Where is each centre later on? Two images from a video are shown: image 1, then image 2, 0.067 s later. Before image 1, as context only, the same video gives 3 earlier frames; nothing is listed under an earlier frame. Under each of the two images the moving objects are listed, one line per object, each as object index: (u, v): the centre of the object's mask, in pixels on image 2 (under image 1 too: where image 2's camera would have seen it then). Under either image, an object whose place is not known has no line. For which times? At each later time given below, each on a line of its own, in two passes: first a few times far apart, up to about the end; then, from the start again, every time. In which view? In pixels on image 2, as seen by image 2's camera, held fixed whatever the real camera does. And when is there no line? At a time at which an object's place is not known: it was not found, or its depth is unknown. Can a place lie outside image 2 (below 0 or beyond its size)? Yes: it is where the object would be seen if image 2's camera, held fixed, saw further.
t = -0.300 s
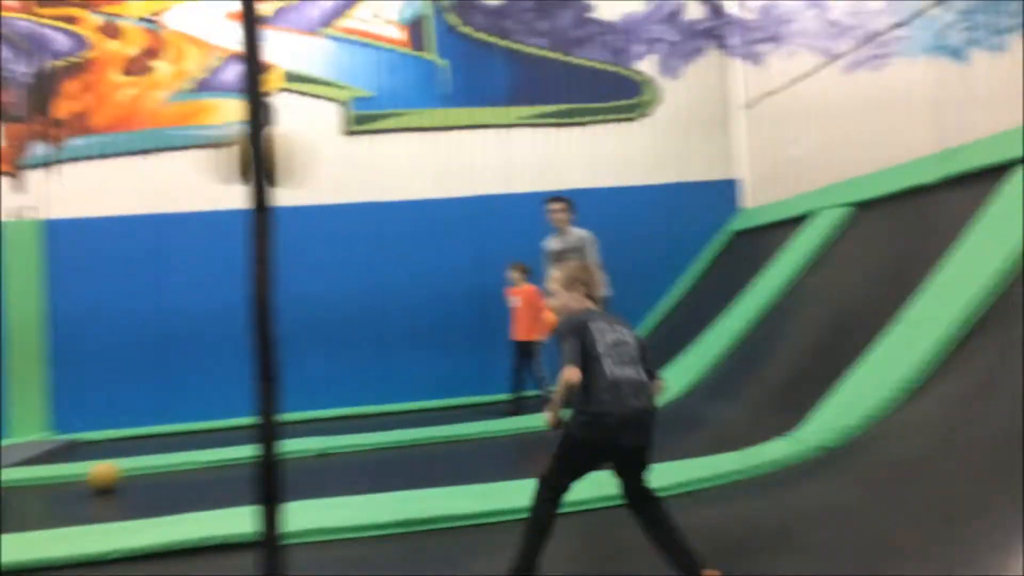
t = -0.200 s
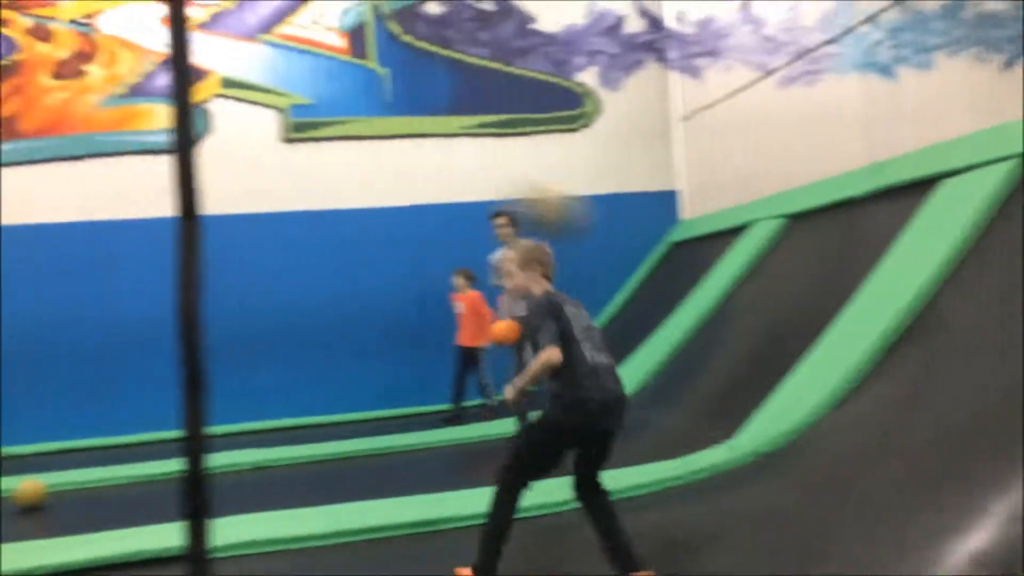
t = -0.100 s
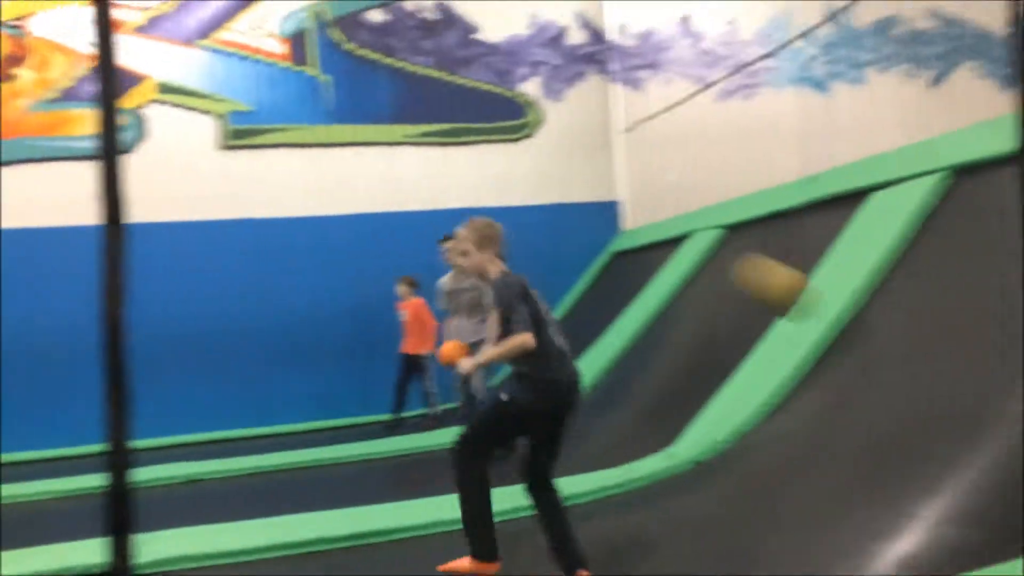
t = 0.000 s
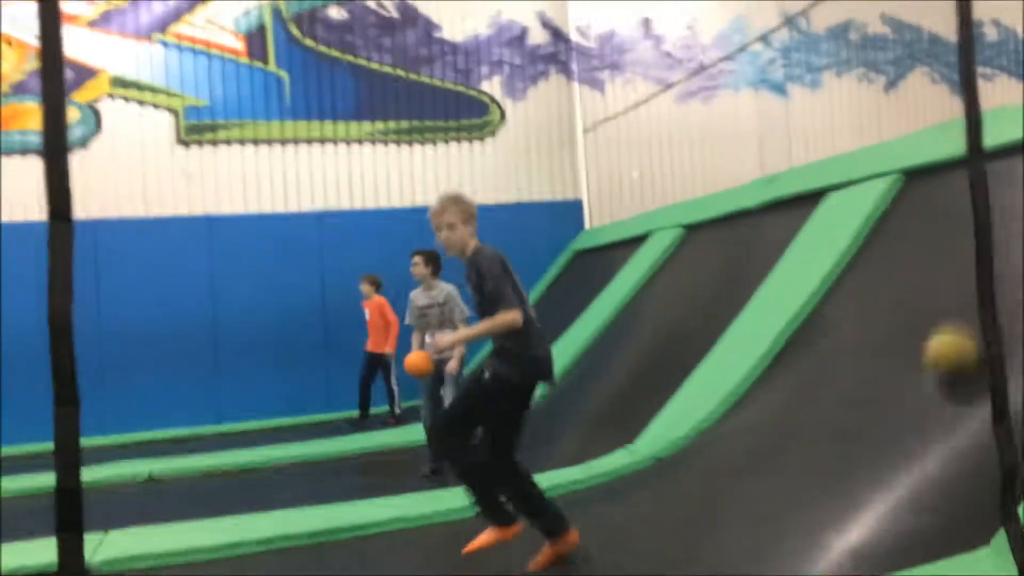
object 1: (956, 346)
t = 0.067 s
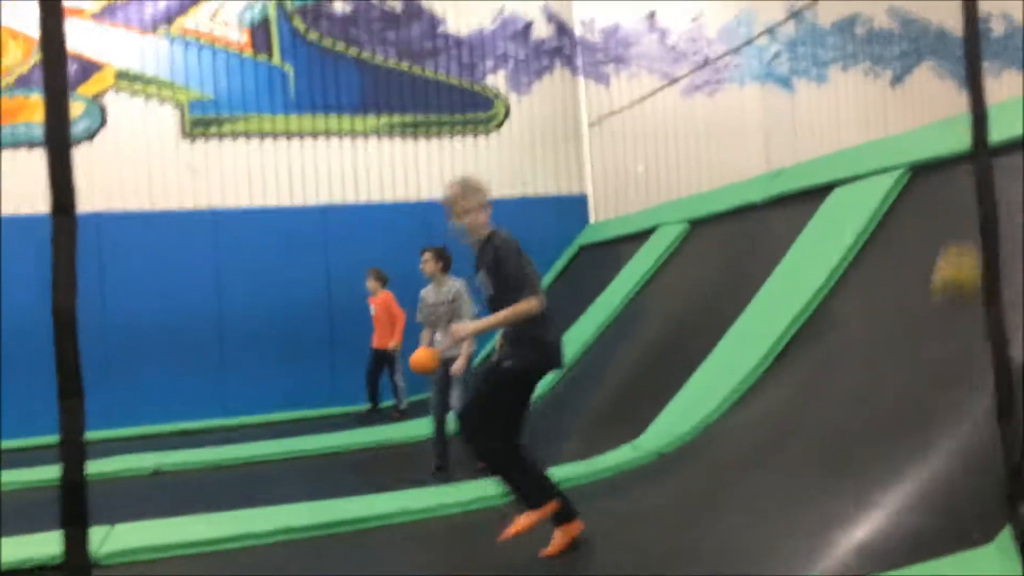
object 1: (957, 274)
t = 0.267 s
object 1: (954, 105)
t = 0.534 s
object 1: (980, 6)
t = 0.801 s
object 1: (1004, 68)
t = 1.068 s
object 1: (1041, 303)
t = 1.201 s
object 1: (1008, 297)
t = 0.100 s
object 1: (957, 240)
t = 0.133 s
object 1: (957, 209)
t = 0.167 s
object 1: (956, 181)
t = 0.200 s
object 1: (958, 153)
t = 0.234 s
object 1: (959, 126)
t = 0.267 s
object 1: (954, 105)
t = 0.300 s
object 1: (953, 86)
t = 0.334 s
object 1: (959, 66)
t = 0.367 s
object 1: (962, 50)
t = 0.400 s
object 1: (956, 43)
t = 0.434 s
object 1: (985, 24)
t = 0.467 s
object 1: (985, 16)
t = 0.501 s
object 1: (975, 11)
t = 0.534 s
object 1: (980, 6)
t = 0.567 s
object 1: (986, 4)
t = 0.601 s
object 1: (989, 6)
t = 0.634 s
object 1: (991, 11)
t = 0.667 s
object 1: (992, 17)
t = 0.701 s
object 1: (995, 28)
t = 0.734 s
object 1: (998, 38)
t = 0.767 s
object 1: (1003, 53)
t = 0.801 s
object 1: (1004, 68)
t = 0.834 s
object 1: (1008, 88)
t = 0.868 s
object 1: (1012, 113)
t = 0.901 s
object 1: (1018, 139)
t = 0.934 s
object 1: (1023, 165)
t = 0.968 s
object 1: (1026, 195)
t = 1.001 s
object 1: (1030, 228)
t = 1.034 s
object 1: (1035, 264)
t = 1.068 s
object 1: (1041, 303)
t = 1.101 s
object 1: (1037, 305)
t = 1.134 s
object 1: (1025, 299)
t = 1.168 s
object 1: (1021, 297)
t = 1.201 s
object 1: (1008, 297)
